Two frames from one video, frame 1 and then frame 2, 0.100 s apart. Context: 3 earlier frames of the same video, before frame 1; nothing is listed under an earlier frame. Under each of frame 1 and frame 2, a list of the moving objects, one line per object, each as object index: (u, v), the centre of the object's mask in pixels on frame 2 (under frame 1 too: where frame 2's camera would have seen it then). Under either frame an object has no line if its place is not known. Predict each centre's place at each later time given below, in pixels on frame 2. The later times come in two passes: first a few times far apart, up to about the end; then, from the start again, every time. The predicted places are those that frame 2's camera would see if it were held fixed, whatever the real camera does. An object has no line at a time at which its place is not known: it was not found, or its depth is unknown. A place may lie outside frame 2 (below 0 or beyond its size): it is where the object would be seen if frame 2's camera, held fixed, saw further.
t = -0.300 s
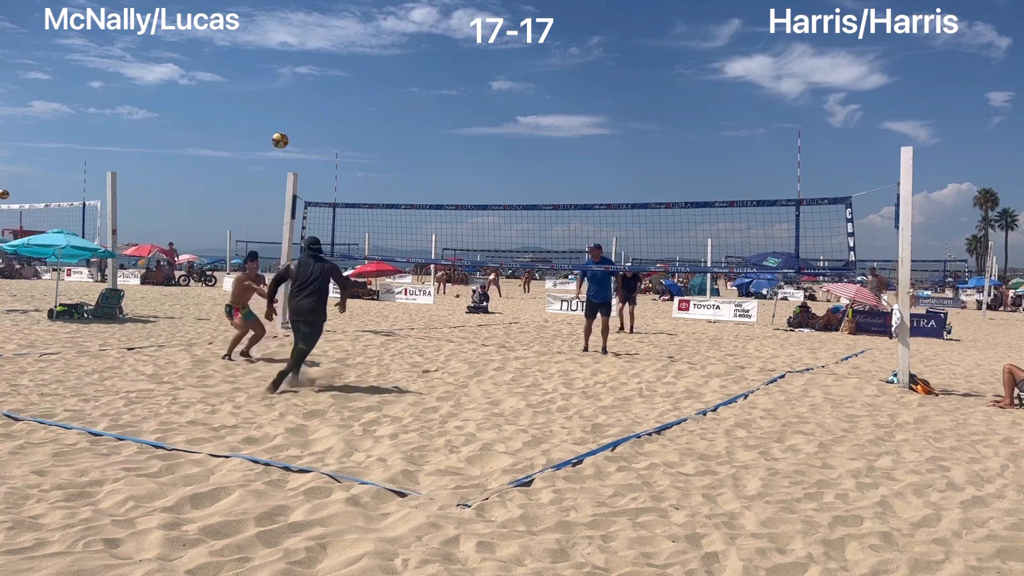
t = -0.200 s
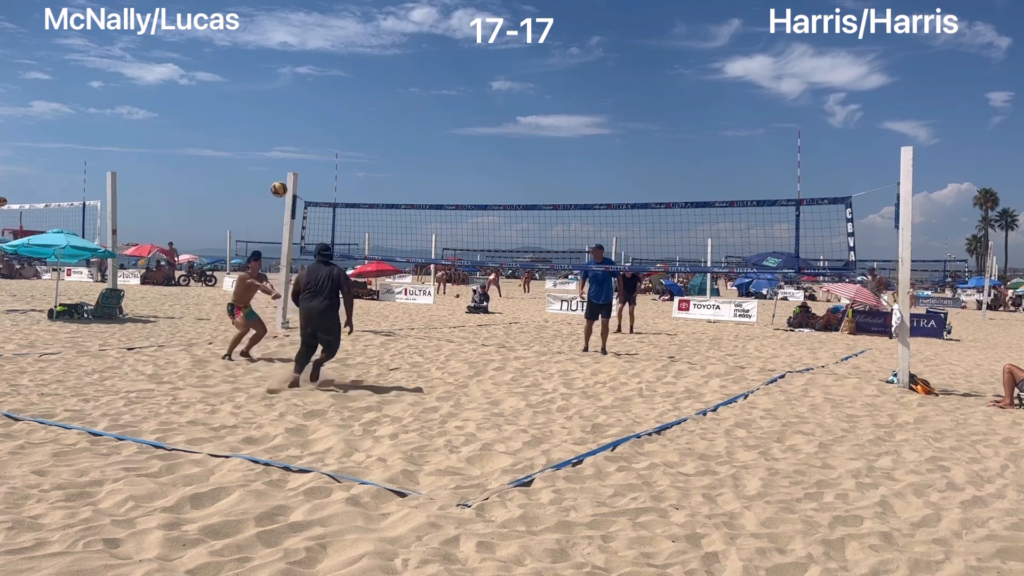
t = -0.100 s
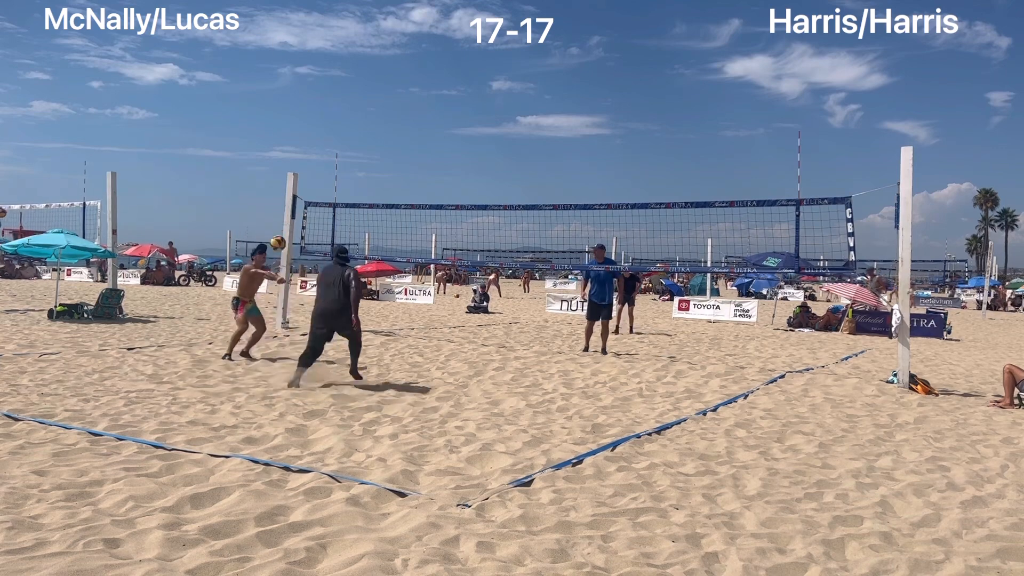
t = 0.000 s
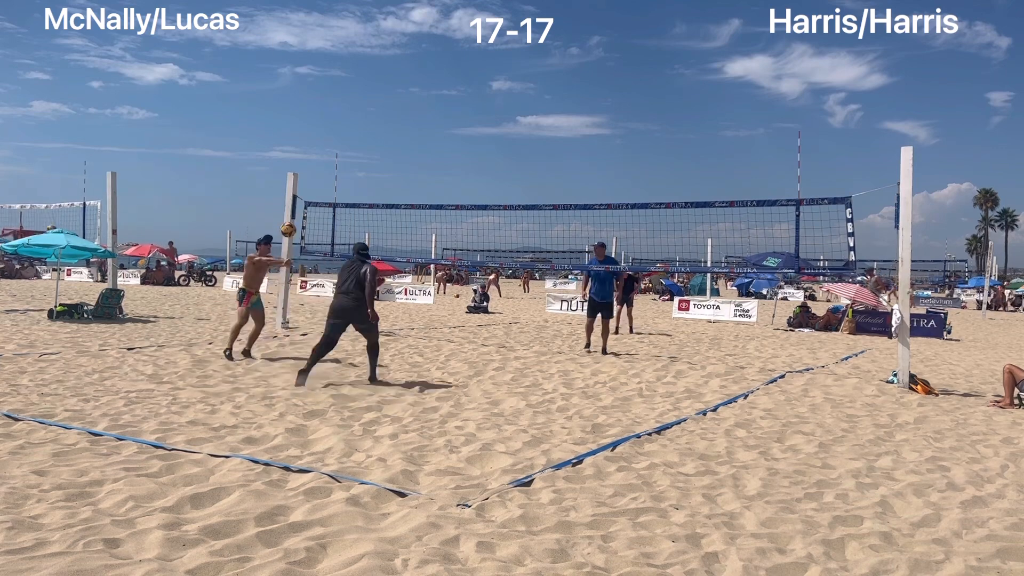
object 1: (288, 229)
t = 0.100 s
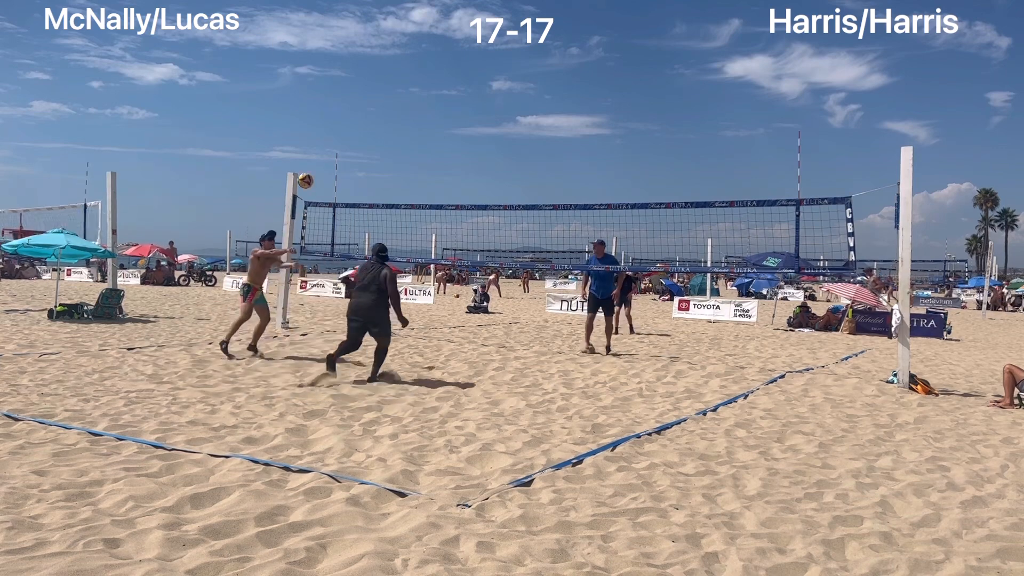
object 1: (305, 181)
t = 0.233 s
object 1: (328, 127)
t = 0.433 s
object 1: (360, 73)
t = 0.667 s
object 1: (397, 46)
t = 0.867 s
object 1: (428, 55)
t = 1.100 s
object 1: (462, 101)
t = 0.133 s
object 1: (311, 166)
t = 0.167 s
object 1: (316, 152)
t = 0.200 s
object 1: (322, 140)
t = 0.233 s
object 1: (328, 127)
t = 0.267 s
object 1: (333, 116)
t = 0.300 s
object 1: (339, 106)
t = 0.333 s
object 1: (344, 97)
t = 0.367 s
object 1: (350, 88)
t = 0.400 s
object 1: (355, 80)
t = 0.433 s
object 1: (360, 73)
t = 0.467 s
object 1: (365, 67)
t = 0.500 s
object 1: (371, 61)
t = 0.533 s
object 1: (376, 57)
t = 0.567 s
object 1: (381, 53)
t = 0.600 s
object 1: (387, 50)
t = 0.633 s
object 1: (392, 48)
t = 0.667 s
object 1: (397, 46)
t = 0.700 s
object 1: (402, 46)
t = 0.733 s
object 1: (407, 46)
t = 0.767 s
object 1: (412, 47)
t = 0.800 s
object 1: (418, 49)
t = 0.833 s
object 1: (423, 52)
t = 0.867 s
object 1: (428, 55)
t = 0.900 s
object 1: (433, 59)
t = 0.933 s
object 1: (438, 64)
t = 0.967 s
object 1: (443, 70)
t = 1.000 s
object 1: (447, 76)
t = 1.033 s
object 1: (452, 84)
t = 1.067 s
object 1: (457, 92)
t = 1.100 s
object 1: (462, 101)
